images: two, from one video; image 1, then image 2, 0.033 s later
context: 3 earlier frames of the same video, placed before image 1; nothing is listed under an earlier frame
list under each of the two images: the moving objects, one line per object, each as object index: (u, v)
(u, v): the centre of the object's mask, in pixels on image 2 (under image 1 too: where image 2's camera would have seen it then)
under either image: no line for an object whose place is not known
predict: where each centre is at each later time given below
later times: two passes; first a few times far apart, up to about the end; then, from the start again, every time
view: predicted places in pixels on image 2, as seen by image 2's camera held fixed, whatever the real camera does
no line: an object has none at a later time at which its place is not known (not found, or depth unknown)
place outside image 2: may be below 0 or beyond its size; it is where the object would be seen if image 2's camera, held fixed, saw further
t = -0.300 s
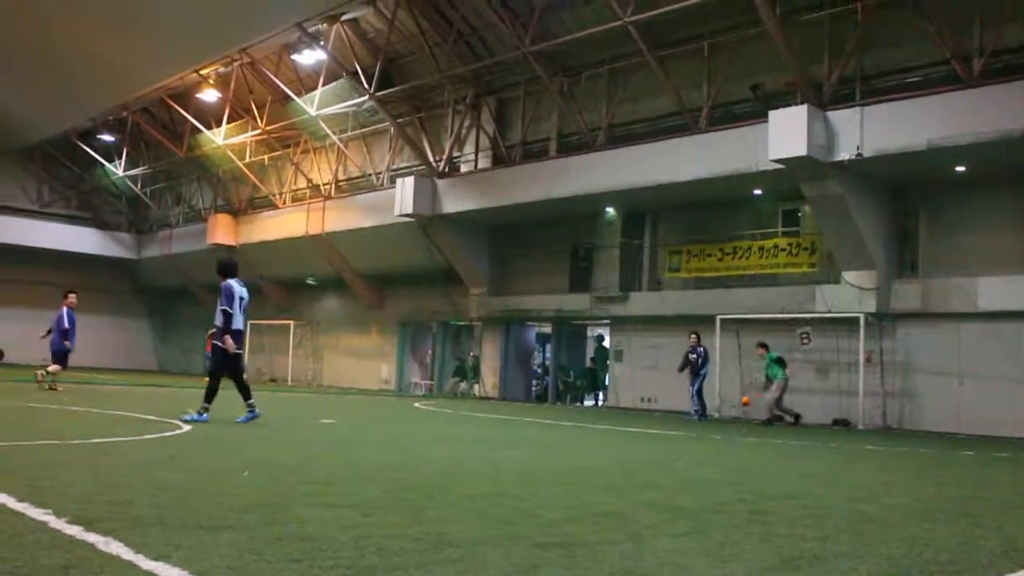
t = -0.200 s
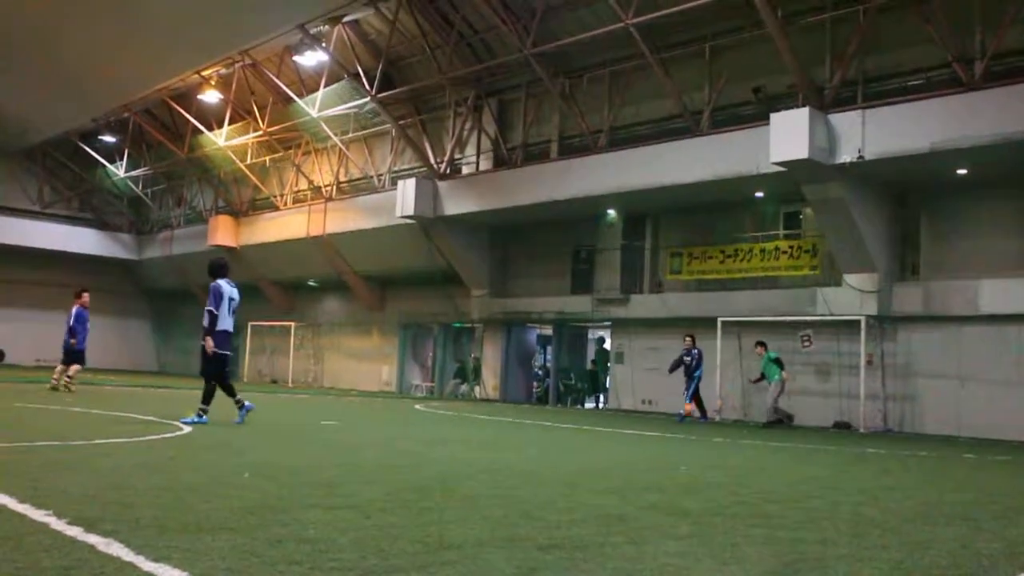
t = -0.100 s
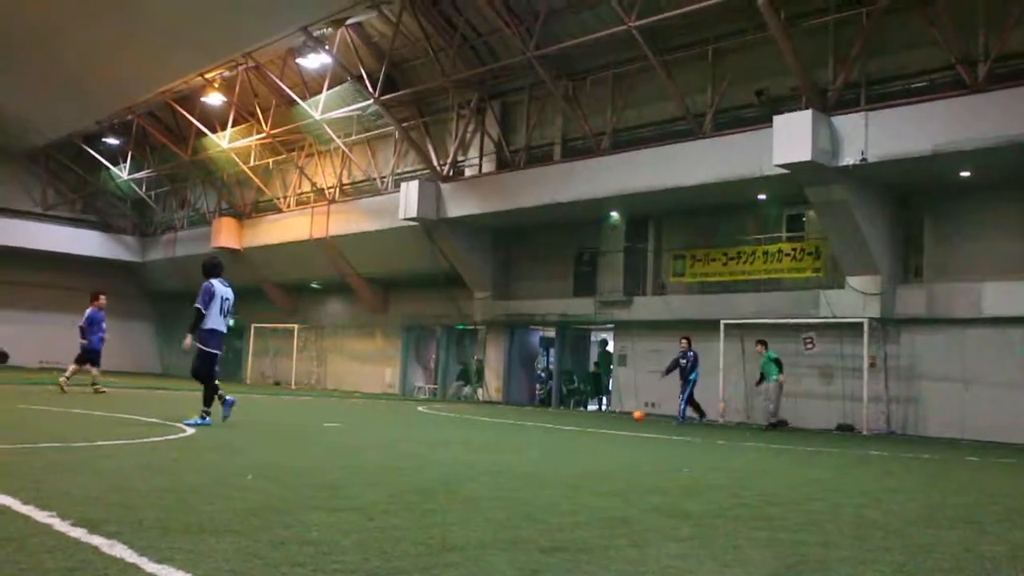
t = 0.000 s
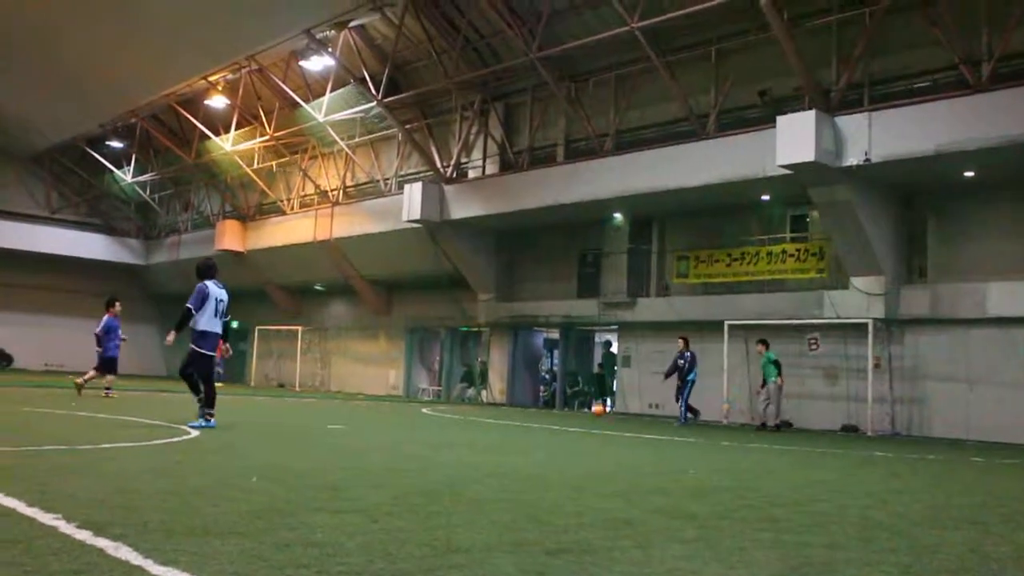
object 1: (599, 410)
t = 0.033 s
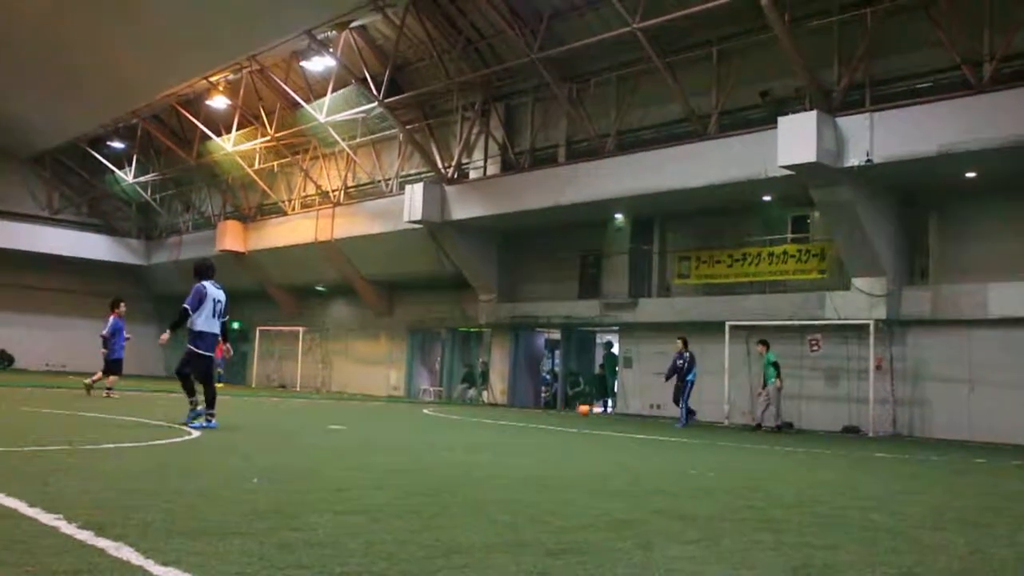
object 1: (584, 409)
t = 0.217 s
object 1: (504, 413)
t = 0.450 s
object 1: (405, 406)
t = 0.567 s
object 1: (354, 406)
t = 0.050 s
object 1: (576, 409)
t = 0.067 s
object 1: (569, 409)
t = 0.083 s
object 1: (562, 410)
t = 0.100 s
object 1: (554, 410)
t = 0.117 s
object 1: (547, 411)
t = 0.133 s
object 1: (540, 411)
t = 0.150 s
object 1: (533, 412)
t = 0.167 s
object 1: (525, 413)
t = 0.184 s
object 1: (519, 414)
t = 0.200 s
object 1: (512, 414)
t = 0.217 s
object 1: (504, 413)
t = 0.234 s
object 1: (495, 412)
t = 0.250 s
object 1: (489, 411)
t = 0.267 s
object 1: (482, 410)
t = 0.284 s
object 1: (474, 410)
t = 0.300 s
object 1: (468, 410)
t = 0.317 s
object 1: (461, 410)
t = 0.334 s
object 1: (454, 410)
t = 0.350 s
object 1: (445, 411)
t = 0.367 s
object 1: (441, 410)
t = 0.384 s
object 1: (432, 408)
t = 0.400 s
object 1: (425, 407)
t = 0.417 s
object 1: (419, 407)
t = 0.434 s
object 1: (412, 407)
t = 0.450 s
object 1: (405, 406)
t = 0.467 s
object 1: (398, 406)
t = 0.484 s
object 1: (391, 405)
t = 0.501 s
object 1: (384, 407)
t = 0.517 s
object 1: (376, 408)
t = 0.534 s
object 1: (368, 407)
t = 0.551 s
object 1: (361, 406)
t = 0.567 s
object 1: (354, 406)
